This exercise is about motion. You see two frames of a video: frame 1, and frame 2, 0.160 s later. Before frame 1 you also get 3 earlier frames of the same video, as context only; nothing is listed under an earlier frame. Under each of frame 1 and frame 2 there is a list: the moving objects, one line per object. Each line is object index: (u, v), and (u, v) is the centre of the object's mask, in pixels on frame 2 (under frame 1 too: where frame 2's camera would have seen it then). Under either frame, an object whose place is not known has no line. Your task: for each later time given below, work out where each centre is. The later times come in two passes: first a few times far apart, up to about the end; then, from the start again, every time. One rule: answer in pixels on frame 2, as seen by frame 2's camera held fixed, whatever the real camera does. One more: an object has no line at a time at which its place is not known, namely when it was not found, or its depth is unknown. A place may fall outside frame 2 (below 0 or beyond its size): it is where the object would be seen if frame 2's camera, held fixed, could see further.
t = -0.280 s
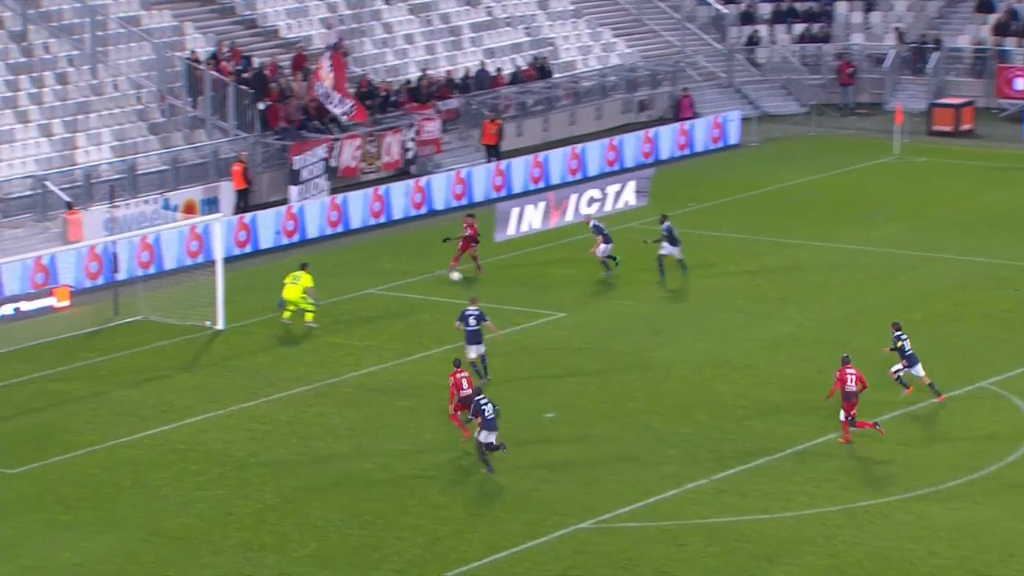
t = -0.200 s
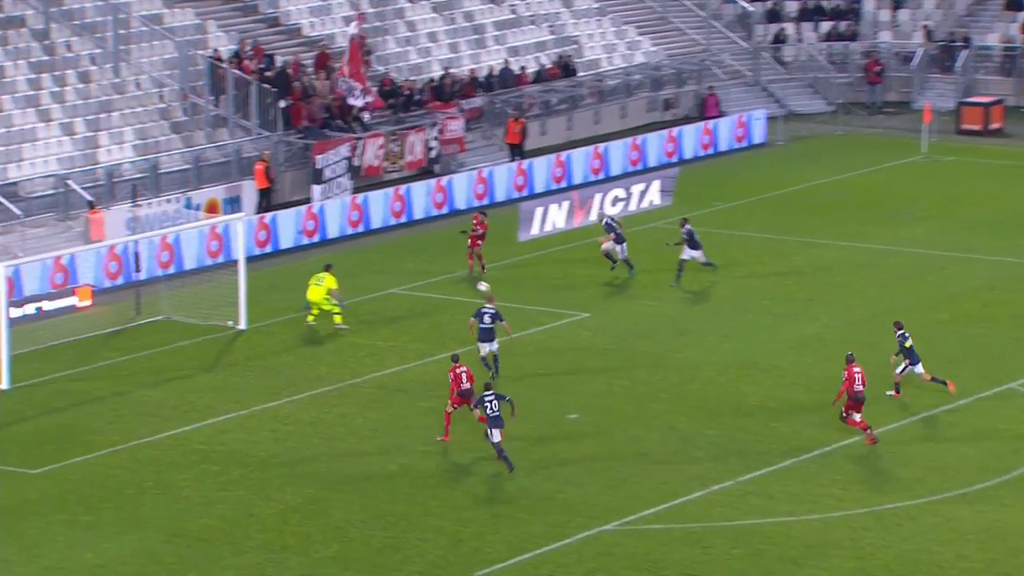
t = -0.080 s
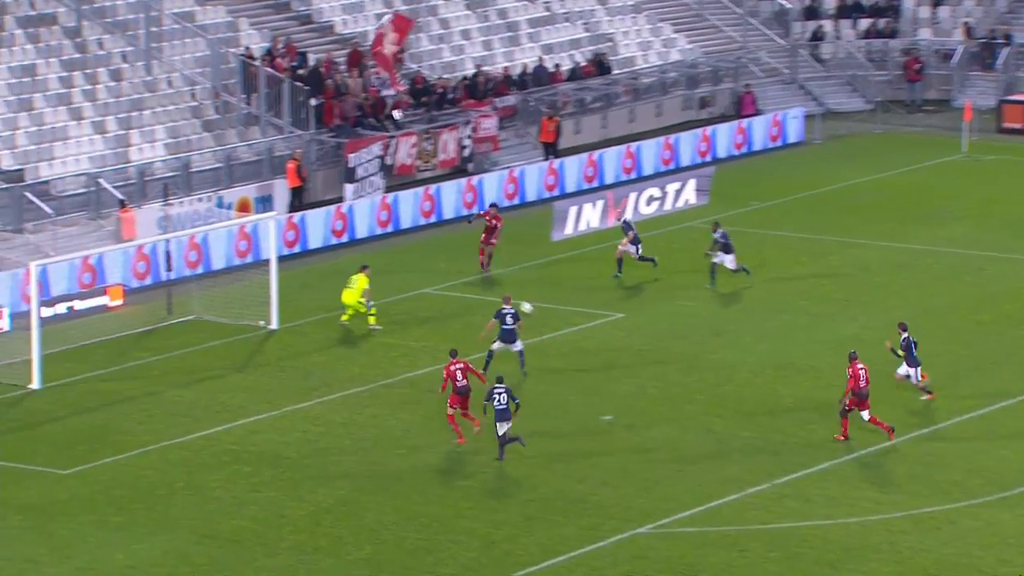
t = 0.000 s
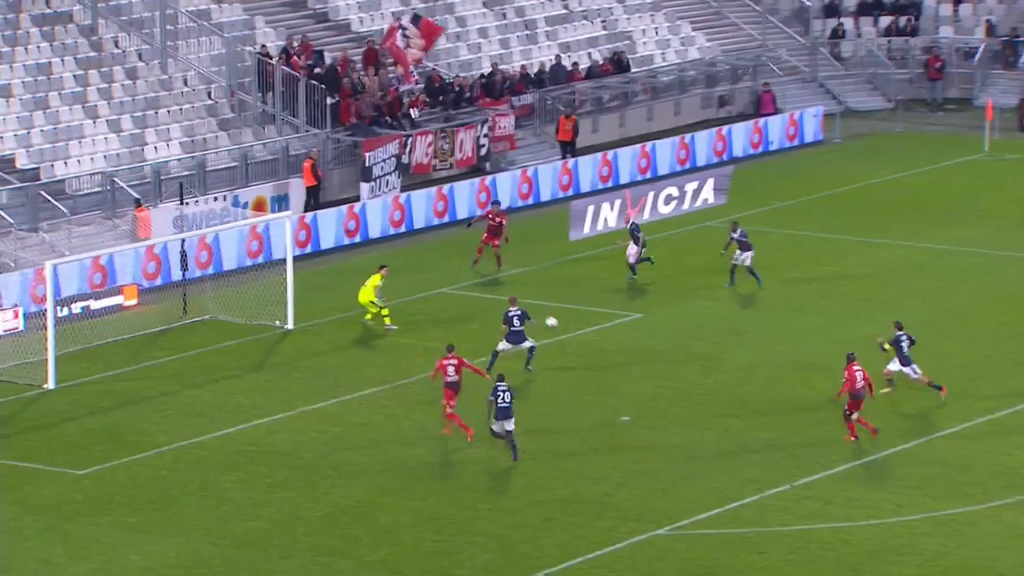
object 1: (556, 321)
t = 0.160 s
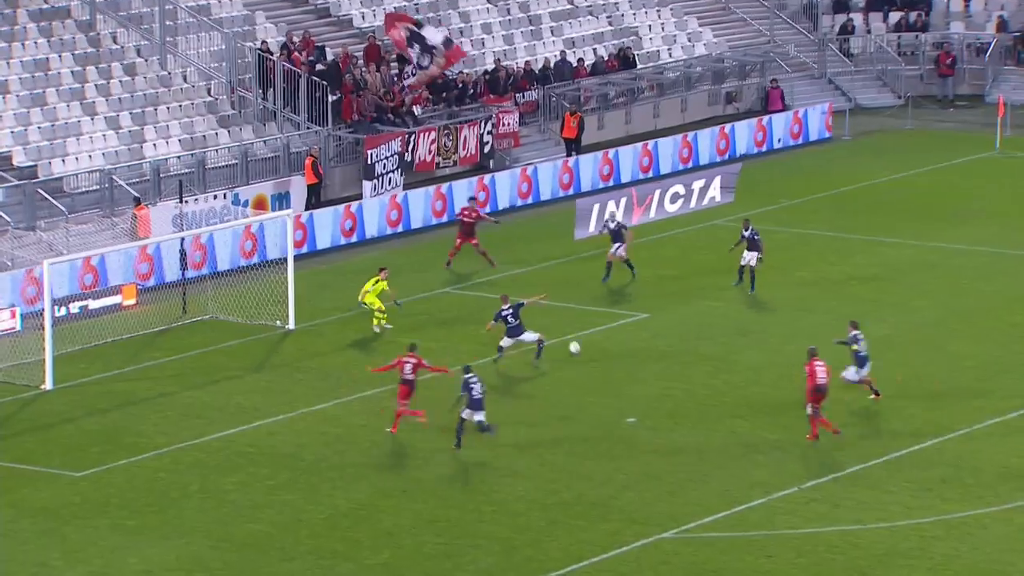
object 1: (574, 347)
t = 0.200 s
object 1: (580, 355)
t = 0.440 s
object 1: (613, 391)
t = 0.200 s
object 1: (580, 355)
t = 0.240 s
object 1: (584, 360)
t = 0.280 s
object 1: (590, 364)
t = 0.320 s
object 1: (595, 370)
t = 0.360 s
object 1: (601, 377)
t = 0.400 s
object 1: (607, 385)
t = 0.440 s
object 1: (613, 391)
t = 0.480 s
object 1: (618, 396)
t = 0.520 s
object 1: (624, 402)
